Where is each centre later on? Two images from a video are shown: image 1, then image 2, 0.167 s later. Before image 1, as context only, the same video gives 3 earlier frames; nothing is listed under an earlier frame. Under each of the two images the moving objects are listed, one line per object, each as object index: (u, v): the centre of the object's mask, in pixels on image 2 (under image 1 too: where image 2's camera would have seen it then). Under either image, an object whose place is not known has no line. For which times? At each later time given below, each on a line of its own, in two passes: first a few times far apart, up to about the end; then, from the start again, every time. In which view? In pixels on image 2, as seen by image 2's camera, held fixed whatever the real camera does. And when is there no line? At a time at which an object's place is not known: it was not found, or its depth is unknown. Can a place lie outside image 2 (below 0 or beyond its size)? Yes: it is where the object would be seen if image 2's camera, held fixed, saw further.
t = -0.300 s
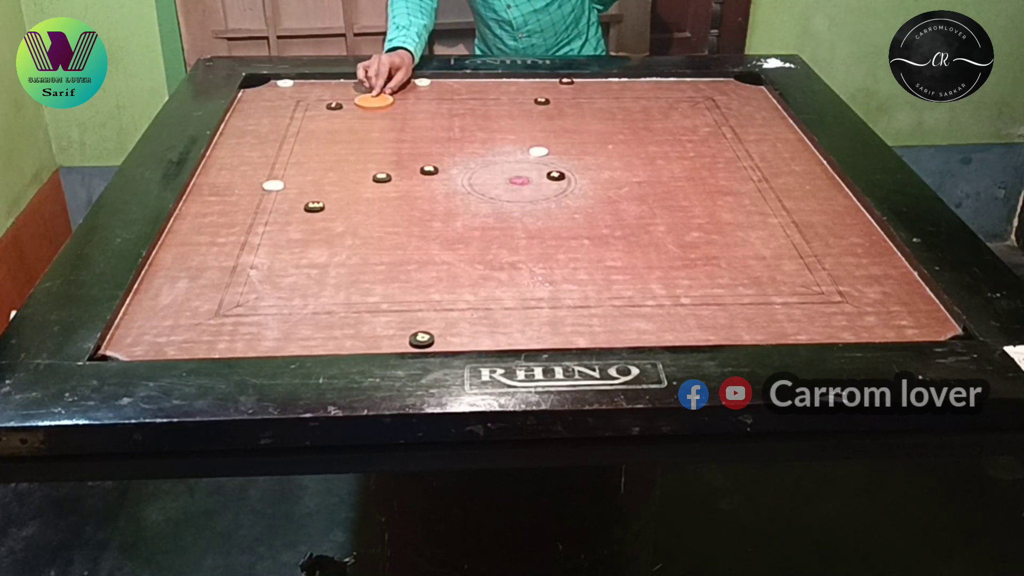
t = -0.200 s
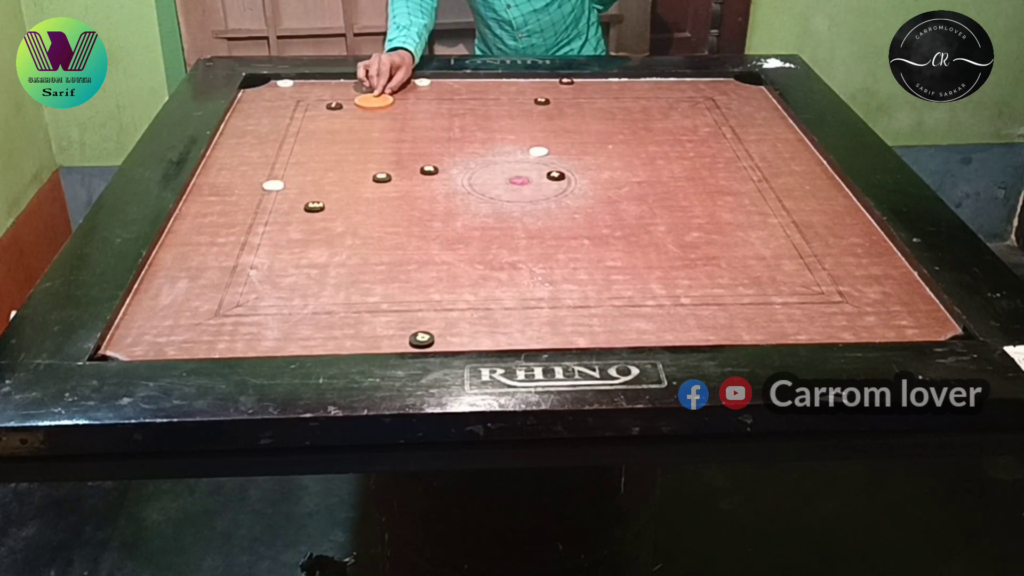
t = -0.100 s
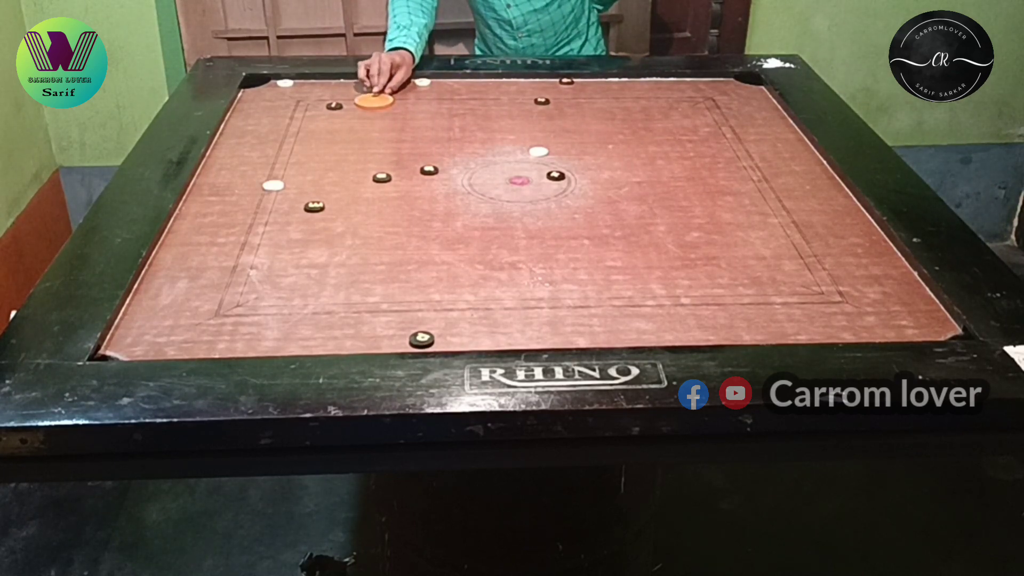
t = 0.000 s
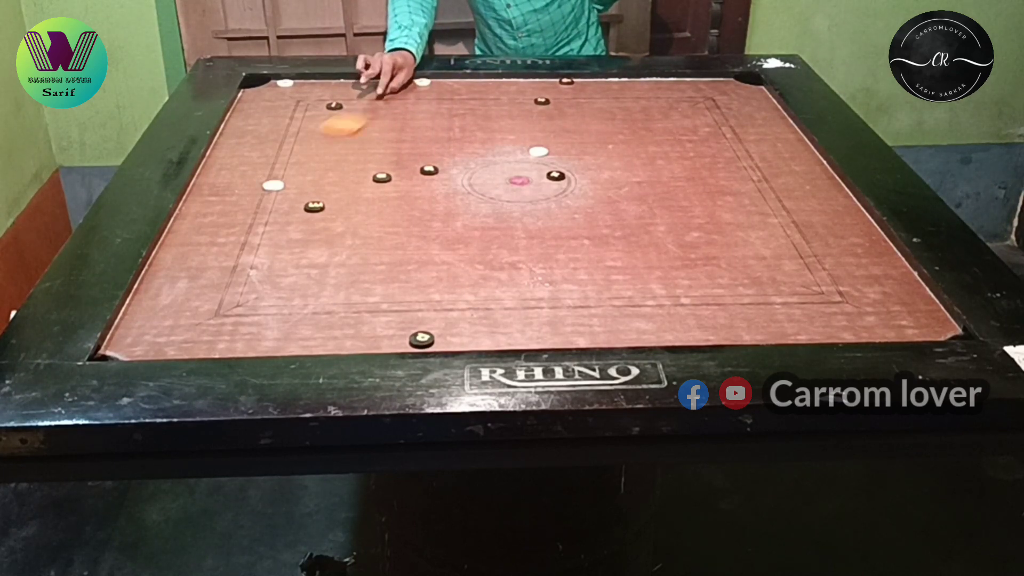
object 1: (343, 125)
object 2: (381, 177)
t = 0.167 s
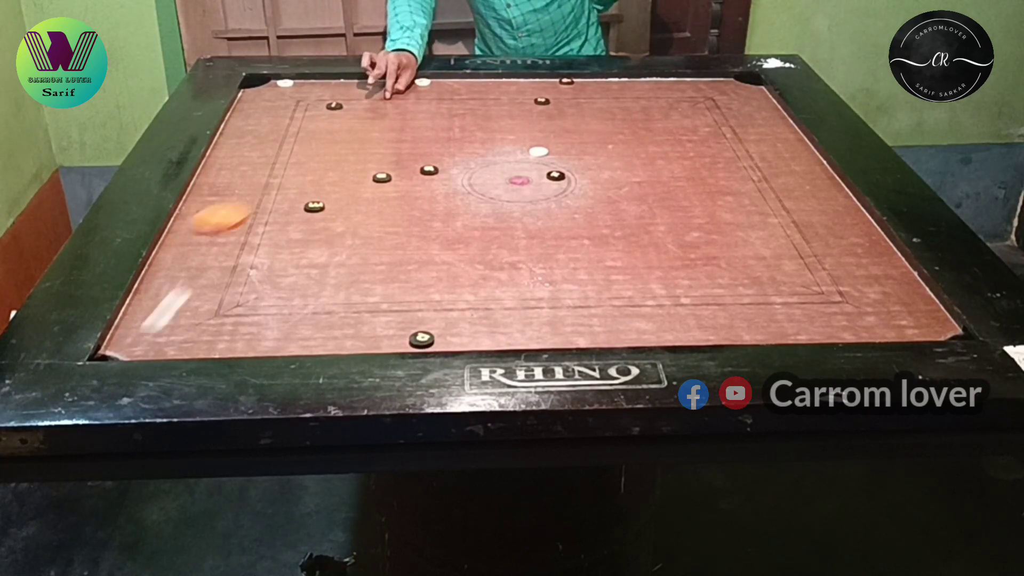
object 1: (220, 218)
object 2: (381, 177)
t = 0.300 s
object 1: (204, 301)
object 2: (381, 177)
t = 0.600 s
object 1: (311, 256)
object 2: (381, 177)
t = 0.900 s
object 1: (374, 189)
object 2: (385, 173)
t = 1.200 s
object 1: (394, 166)
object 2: (439, 118)
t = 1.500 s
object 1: (399, 164)
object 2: (468, 89)
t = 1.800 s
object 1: (399, 164)
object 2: (480, 81)
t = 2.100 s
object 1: (399, 164)
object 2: (480, 81)
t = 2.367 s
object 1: (399, 164)
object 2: (480, 81)
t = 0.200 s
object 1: (192, 237)
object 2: (381, 177)
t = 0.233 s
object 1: (188, 258)
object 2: (381, 177)
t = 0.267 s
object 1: (196, 279)
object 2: (381, 177)
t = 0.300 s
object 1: (204, 301)
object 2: (381, 177)
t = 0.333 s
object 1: (212, 323)
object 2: (381, 177)
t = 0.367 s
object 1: (221, 343)
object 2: (381, 177)
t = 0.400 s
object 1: (236, 335)
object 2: (381, 177)
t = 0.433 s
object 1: (250, 319)
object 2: (381, 177)
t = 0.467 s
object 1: (265, 305)
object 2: (381, 177)
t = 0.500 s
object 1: (278, 291)
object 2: (381, 177)
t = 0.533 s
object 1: (291, 278)
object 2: (381, 177)
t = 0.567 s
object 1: (301, 266)
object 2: (381, 177)
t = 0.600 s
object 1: (311, 256)
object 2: (381, 177)
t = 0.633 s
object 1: (321, 245)
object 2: (381, 177)
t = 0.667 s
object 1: (329, 236)
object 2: (381, 177)
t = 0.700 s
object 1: (337, 228)
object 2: (381, 177)
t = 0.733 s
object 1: (345, 220)
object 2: (381, 177)
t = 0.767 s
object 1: (352, 213)
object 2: (381, 177)
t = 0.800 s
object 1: (358, 206)
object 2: (381, 177)
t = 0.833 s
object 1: (364, 199)
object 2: (381, 177)
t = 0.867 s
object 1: (369, 193)
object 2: (381, 177)
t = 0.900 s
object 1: (374, 189)
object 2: (385, 173)
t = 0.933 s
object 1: (377, 185)
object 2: (392, 166)
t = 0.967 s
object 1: (381, 181)
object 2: (399, 158)
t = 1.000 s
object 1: (383, 178)
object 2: (406, 151)
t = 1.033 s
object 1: (386, 176)
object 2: (412, 145)
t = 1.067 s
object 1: (389, 173)
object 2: (418, 139)
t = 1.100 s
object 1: (390, 171)
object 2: (424, 134)
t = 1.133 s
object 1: (392, 169)
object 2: (429, 128)
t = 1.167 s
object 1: (393, 168)
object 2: (434, 123)
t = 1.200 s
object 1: (394, 166)
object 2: (439, 118)
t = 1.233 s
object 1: (396, 166)
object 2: (443, 114)
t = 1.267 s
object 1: (397, 165)
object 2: (447, 110)
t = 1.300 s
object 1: (398, 165)
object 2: (451, 106)
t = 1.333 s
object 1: (399, 164)
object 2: (454, 102)
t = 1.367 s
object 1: (399, 164)
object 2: (458, 99)
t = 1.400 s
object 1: (399, 164)
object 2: (460, 96)
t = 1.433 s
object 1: (399, 164)
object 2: (464, 93)
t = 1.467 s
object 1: (399, 164)
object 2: (466, 91)
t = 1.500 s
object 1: (399, 164)
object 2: (468, 89)
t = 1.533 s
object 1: (399, 164)
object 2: (471, 87)
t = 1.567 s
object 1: (399, 164)
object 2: (473, 85)
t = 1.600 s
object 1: (399, 164)
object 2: (475, 83)
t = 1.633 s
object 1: (399, 164)
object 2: (477, 82)
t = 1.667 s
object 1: (399, 164)
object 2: (478, 81)
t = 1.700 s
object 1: (399, 164)
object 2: (479, 81)
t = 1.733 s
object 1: (399, 164)
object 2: (479, 81)
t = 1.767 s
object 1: (399, 164)
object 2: (480, 81)
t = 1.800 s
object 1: (399, 164)
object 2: (480, 81)
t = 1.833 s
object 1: (399, 164)
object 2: (480, 81)
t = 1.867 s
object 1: (399, 164)
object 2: (480, 81)
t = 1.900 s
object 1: (399, 164)
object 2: (480, 81)
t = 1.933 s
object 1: (399, 164)
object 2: (480, 81)
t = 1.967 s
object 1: (399, 164)
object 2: (480, 81)
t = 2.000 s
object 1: (399, 164)
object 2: (480, 81)
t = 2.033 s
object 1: (399, 164)
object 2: (480, 81)
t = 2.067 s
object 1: (399, 164)
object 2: (480, 81)
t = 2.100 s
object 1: (399, 164)
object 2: (480, 81)
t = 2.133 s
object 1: (399, 164)
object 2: (479, 81)
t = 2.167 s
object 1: (399, 164)
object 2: (479, 81)
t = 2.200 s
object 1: (399, 164)
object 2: (479, 81)
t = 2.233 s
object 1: (399, 164)
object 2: (480, 81)
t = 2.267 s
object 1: (399, 164)
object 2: (479, 81)
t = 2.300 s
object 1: (399, 164)
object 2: (480, 81)
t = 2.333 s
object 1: (399, 164)
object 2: (480, 81)
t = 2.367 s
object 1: (399, 164)
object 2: (480, 81)
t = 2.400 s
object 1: (399, 164)
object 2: (480, 81)
